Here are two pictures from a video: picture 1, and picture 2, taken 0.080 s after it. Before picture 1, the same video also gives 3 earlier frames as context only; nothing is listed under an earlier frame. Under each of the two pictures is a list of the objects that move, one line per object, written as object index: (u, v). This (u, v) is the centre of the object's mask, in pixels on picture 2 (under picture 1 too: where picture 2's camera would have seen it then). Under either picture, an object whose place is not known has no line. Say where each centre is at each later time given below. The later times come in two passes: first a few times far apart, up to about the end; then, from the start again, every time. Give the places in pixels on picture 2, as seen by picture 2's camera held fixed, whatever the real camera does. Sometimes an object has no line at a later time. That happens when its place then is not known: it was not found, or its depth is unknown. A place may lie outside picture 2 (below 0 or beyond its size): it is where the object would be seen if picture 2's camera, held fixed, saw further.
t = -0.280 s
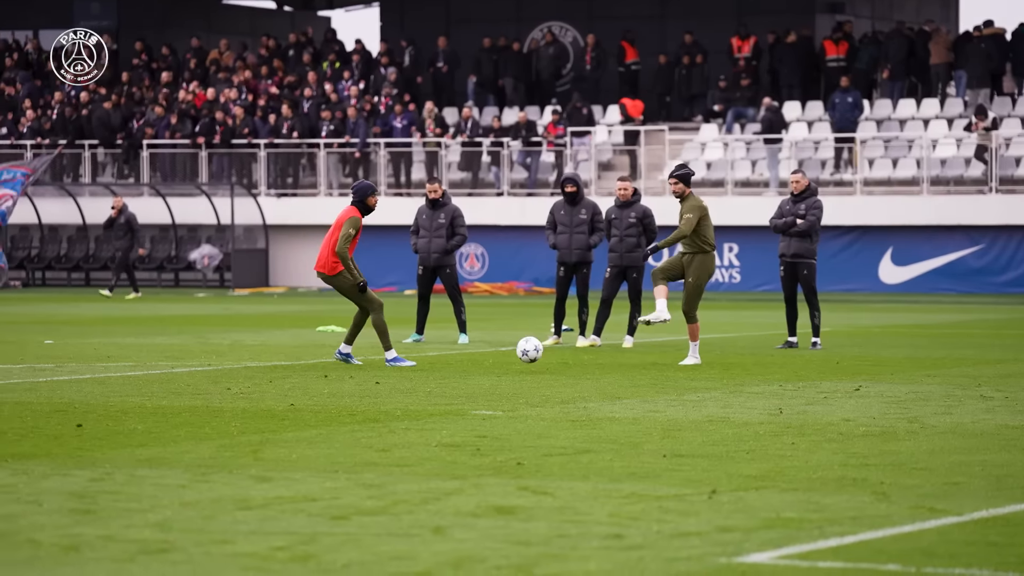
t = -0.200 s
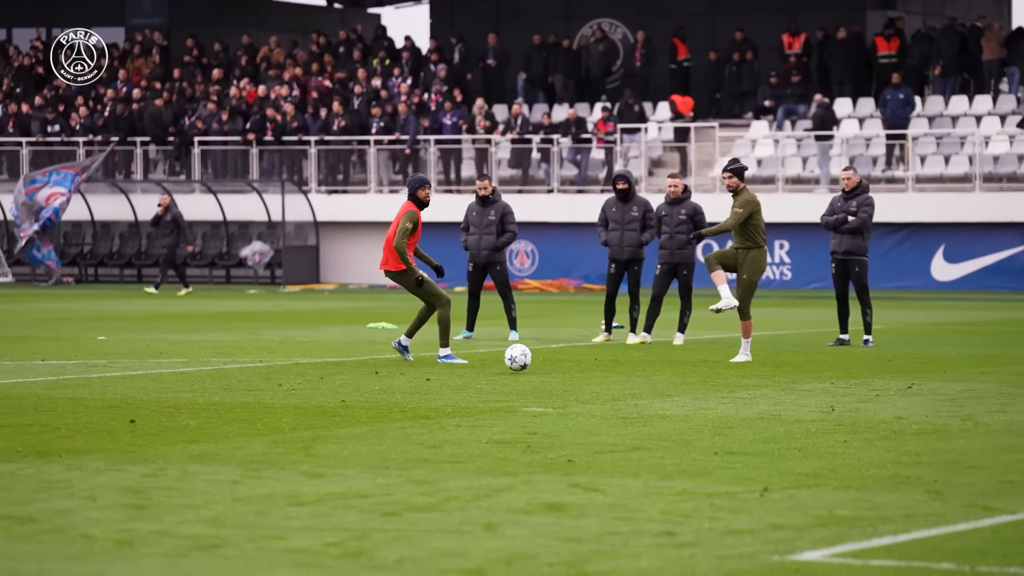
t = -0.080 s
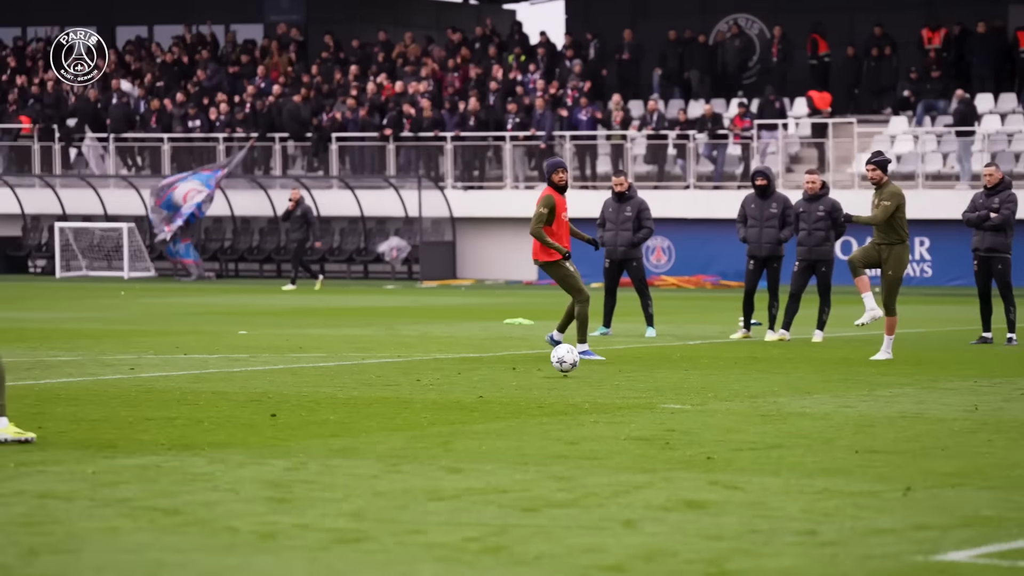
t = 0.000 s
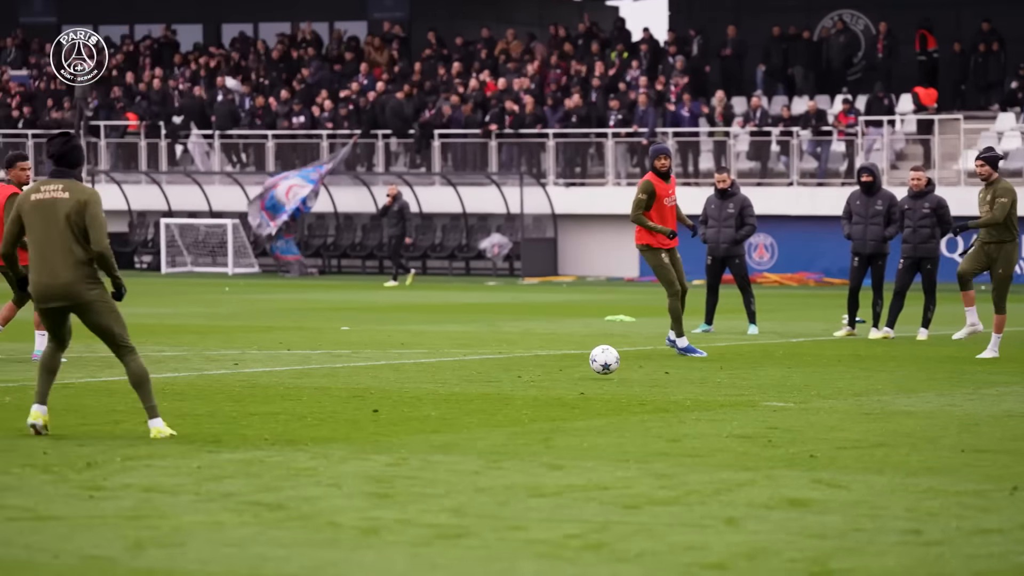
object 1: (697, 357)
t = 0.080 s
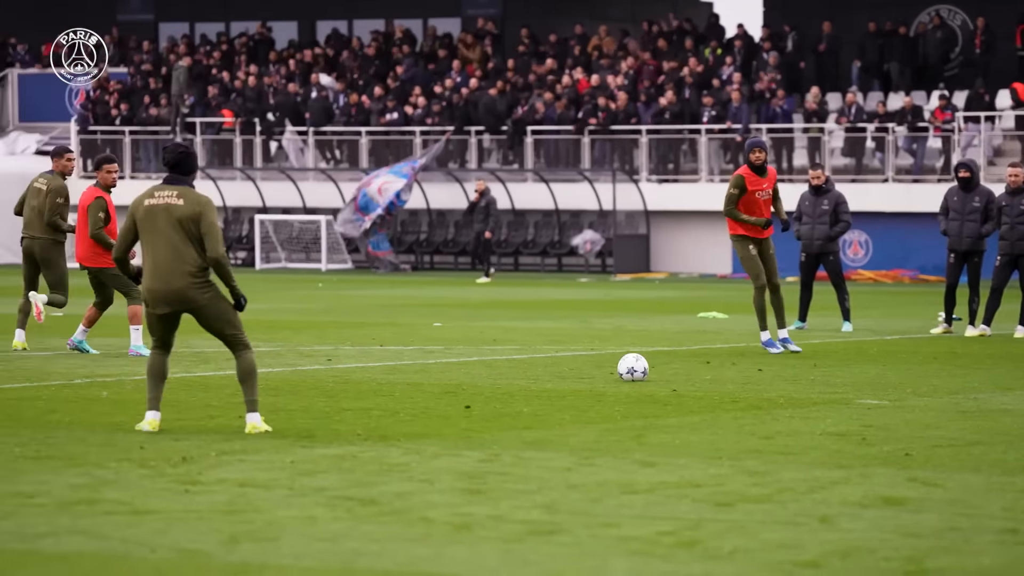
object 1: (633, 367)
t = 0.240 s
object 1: (506, 374)
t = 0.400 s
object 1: (377, 384)
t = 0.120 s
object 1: (602, 367)
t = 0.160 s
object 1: (571, 366)
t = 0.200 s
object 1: (539, 368)
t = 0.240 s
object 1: (506, 374)
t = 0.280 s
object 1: (473, 380)
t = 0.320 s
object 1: (441, 380)
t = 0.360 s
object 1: (410, 381)
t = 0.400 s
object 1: (377, 384)
